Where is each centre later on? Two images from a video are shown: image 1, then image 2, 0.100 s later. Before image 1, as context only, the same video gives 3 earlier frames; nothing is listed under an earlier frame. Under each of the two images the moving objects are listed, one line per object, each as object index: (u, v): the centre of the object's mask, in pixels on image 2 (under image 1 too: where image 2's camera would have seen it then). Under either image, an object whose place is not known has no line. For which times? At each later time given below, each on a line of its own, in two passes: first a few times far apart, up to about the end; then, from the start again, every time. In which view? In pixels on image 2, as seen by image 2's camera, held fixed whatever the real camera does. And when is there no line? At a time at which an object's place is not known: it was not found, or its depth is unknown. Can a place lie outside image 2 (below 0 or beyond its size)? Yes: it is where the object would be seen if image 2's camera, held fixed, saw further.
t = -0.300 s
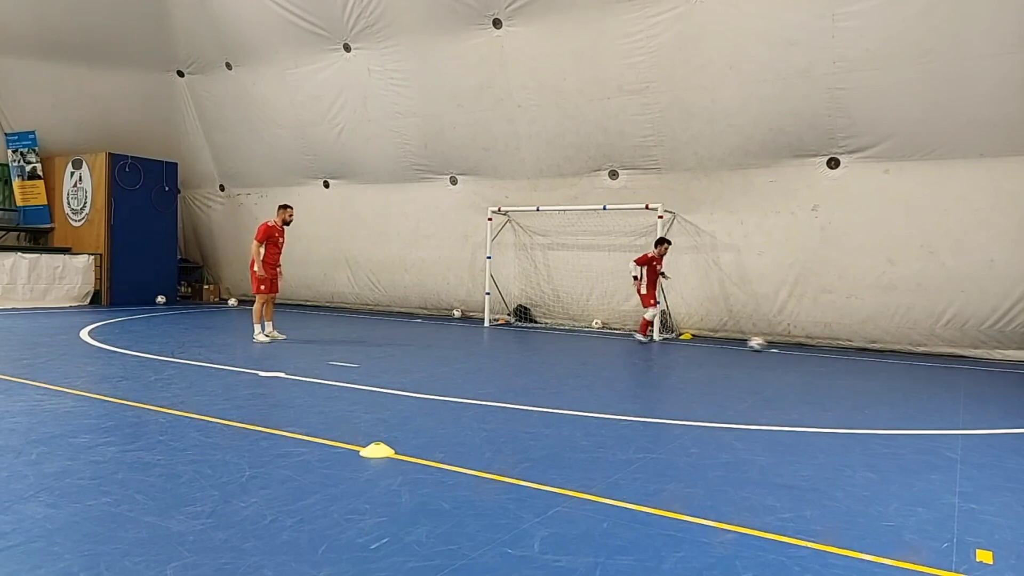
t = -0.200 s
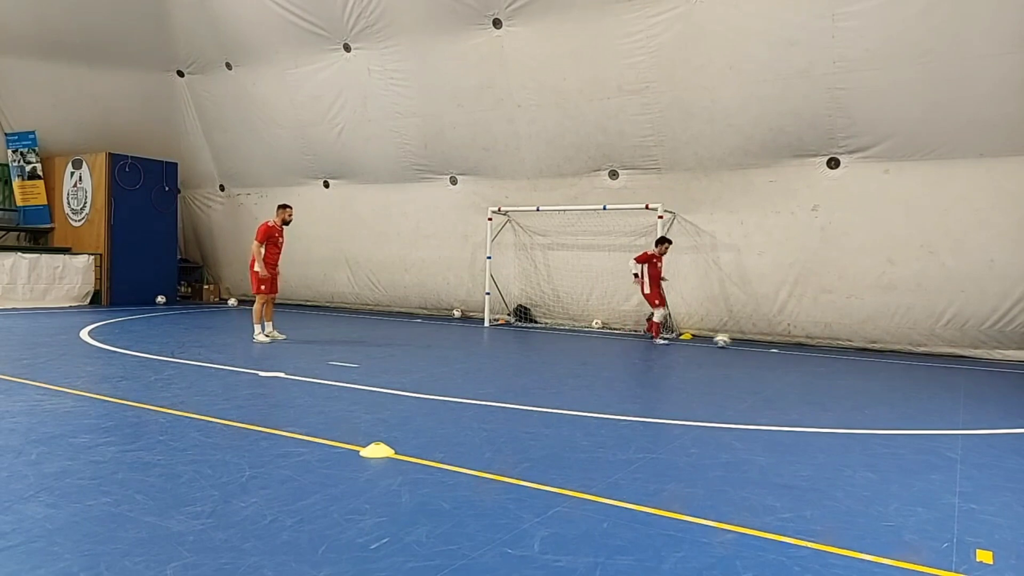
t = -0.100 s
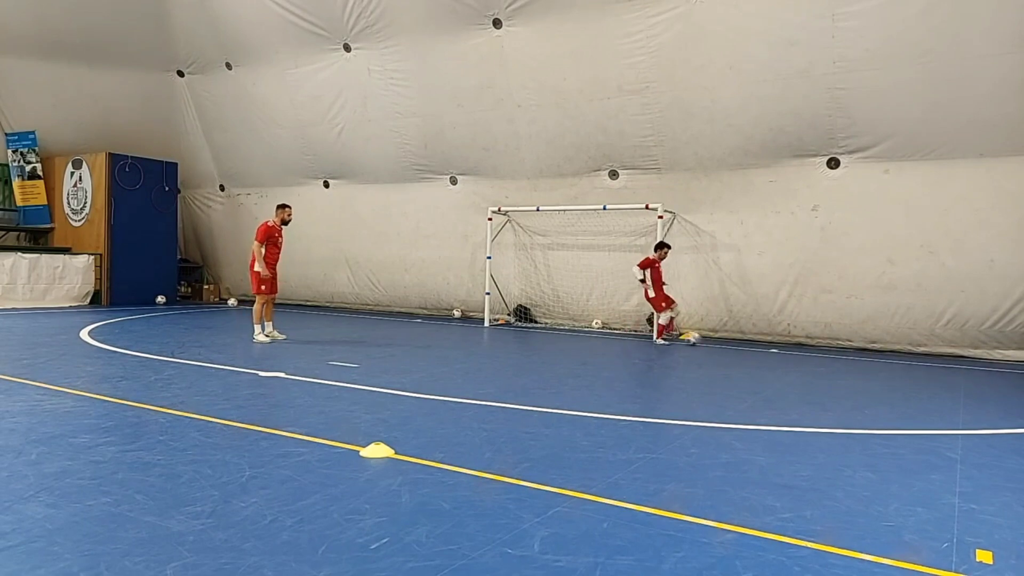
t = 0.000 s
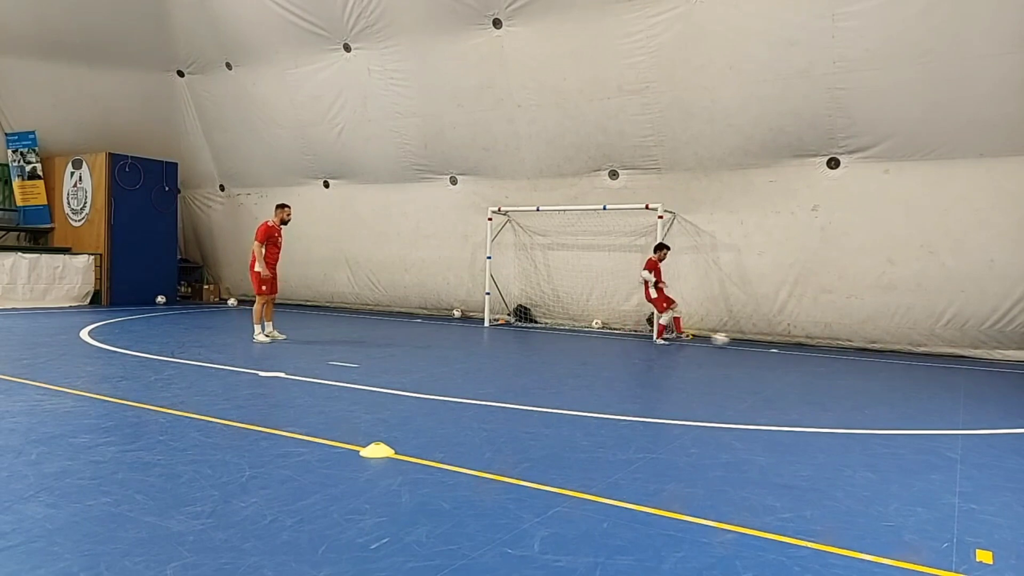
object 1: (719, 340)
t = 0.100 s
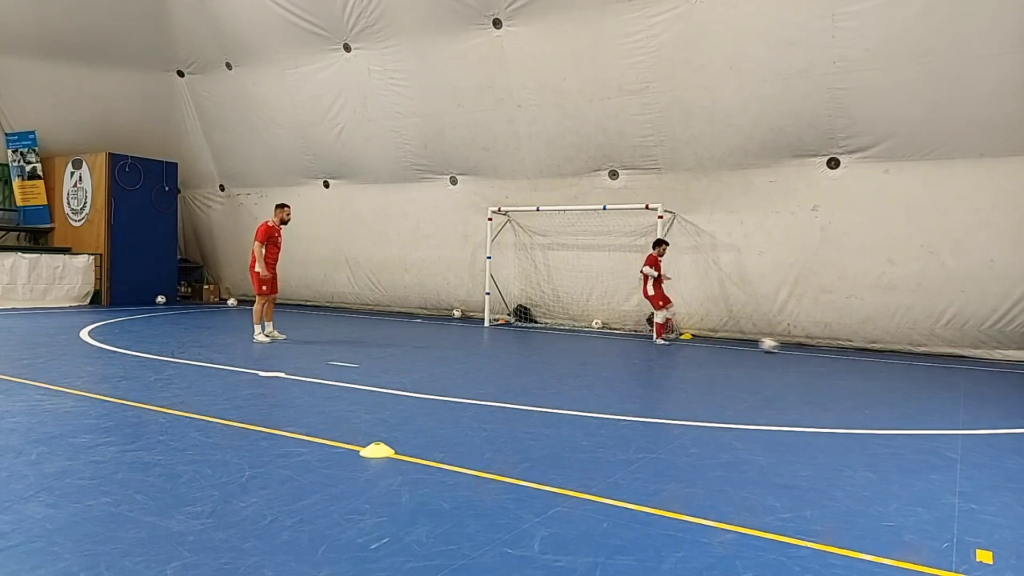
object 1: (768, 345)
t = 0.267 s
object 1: (844, 351)
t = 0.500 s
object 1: (939, 359)
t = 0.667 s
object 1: (1005, 365)
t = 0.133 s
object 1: (784, 346)
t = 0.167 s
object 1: (800, 347)
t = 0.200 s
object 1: (814, 348)
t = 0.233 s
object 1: (829, 350)
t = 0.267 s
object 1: (844, 351)
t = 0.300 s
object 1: (859, 352)
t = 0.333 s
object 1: (873, 353)
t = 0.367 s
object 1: (886, 354)
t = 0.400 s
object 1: (900, 356)
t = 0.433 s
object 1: (913, 357)
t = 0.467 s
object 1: (925, 359)
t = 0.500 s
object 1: (939, 359)
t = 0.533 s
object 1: (951, 360)
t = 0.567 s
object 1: (964, 362)
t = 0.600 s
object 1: (978, 363)
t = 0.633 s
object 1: (991, 364)
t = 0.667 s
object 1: (1005, 365)
